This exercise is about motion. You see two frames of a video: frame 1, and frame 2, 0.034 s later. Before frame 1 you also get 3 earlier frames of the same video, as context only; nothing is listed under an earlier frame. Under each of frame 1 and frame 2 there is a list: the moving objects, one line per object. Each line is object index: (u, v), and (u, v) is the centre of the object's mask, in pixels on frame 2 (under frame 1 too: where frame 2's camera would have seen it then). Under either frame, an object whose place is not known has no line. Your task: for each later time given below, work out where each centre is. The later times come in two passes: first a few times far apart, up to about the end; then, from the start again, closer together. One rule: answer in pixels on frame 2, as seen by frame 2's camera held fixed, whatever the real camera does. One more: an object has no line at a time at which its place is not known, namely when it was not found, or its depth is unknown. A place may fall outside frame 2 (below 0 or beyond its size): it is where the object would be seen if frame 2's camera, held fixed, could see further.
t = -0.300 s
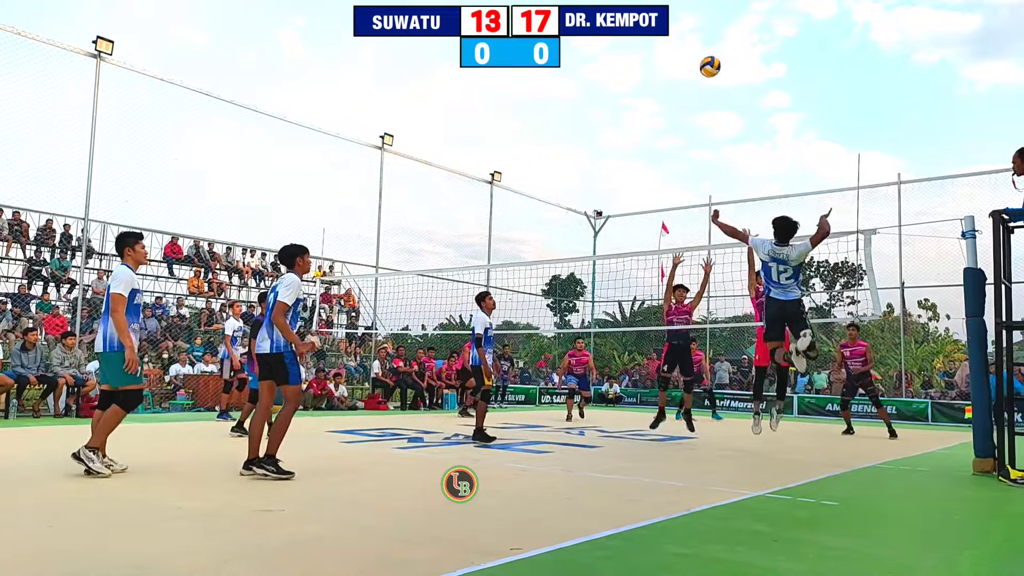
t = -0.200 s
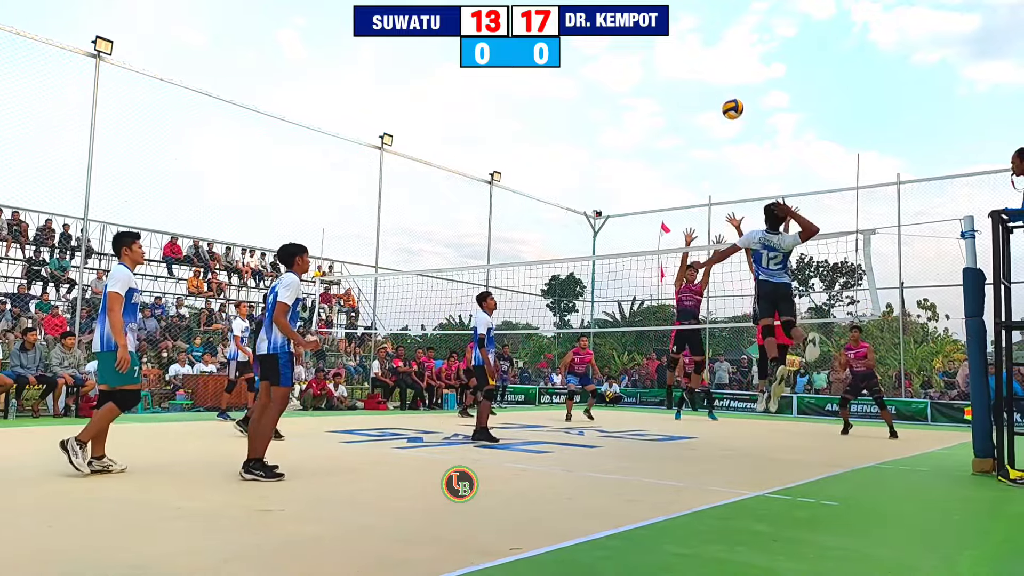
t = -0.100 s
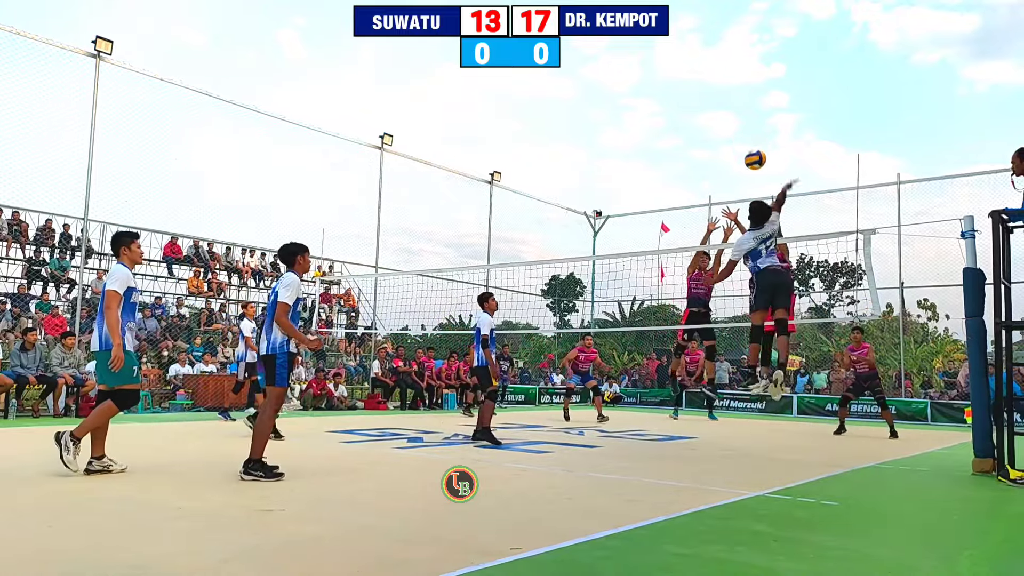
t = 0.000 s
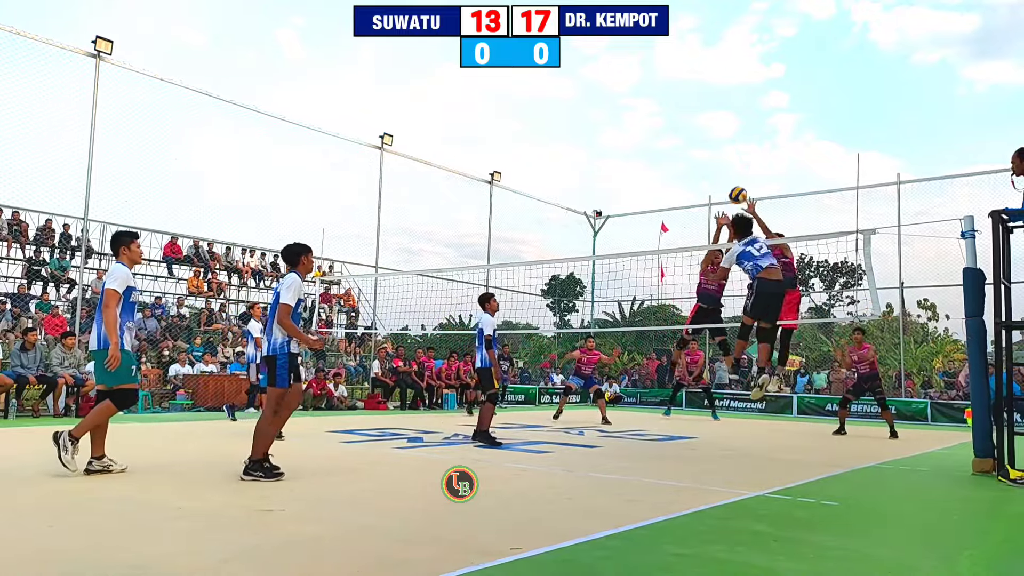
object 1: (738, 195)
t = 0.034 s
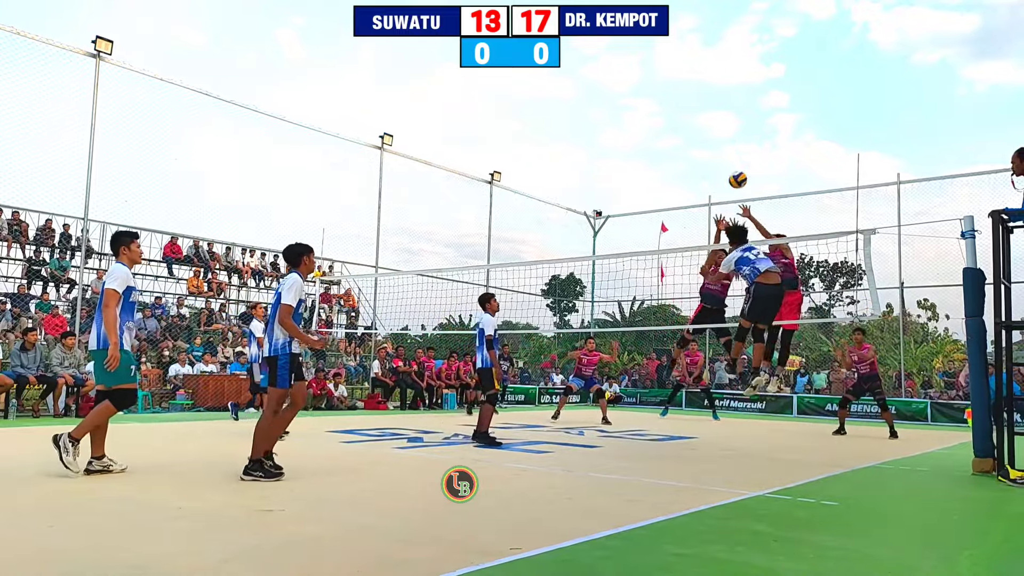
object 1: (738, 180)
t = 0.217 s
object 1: (738, 118)
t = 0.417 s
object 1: (738, 88)
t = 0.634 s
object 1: (738, 89)
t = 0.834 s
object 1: (737, 115)
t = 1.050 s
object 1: (736, 167)
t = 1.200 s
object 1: (735, 215)
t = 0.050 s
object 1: (738, 173)
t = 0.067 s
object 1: (738, 166)
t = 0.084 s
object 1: (737, 160)
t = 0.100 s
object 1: (738, 153)
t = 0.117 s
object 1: (738, 147)
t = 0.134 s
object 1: (738, 141)
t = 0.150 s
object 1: (738, 136)
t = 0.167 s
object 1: (738, 131)
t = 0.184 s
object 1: (738, 127)
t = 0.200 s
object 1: (738, 122)
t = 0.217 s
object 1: (738, 118)
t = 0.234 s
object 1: (738, 114)
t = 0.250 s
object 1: (738, 111)
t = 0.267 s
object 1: (738, 108)
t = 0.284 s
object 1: (739, 105)
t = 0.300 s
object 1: (738, 102)
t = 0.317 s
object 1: (738, 99)
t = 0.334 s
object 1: (738, 97)
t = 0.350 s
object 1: (738, 94)
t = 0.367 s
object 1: (738, 92)
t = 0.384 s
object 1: (738, 91)
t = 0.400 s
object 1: (738, 89)
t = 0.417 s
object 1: (738, 88)
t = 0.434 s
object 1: (738, 87)
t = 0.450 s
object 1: (738, 86)
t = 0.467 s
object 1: (738, 86)
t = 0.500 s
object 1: (738, 85)
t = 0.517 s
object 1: (738, 85)
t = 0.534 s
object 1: (738, 86)
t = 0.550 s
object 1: (738, 86)
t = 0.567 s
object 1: (738, 86)
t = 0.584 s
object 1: (738, 86)
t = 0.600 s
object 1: (738, 87)
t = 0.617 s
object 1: (738, 88)
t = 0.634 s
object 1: (738, 89)
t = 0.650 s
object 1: (738, 90)
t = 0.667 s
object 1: (738, 92)
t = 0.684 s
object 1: (738, 93)
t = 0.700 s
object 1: (738, 95)
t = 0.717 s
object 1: (738, 97)
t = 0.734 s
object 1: (738, 99)
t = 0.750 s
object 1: (738, 101)
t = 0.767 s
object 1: (738, 104)
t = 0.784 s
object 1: (738, 107)
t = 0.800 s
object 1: (738, 110)
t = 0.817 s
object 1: (738, 112)
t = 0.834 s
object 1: (737, 115)
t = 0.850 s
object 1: (737, 118)
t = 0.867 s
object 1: (737, 121)
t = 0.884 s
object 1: (737, 125)
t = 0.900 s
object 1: (737, 128)
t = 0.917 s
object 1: (737, 132)
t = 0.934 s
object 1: (737, 136)
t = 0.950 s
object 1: (737, 140)
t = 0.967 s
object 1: (737, 144)
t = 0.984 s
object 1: (737, 149)
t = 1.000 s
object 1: (737, 154)
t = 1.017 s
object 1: (737, 158)
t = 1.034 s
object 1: (736, 163)
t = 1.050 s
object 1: (736, 167)
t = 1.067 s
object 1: (736, 172)
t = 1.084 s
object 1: (736, 177)
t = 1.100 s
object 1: (736, 182)
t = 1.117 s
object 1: (735, 187)
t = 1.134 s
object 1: (736, 193)
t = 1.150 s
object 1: (736, 198)
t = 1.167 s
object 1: (735, 204)
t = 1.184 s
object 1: (735, 210)
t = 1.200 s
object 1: (735, 215)
